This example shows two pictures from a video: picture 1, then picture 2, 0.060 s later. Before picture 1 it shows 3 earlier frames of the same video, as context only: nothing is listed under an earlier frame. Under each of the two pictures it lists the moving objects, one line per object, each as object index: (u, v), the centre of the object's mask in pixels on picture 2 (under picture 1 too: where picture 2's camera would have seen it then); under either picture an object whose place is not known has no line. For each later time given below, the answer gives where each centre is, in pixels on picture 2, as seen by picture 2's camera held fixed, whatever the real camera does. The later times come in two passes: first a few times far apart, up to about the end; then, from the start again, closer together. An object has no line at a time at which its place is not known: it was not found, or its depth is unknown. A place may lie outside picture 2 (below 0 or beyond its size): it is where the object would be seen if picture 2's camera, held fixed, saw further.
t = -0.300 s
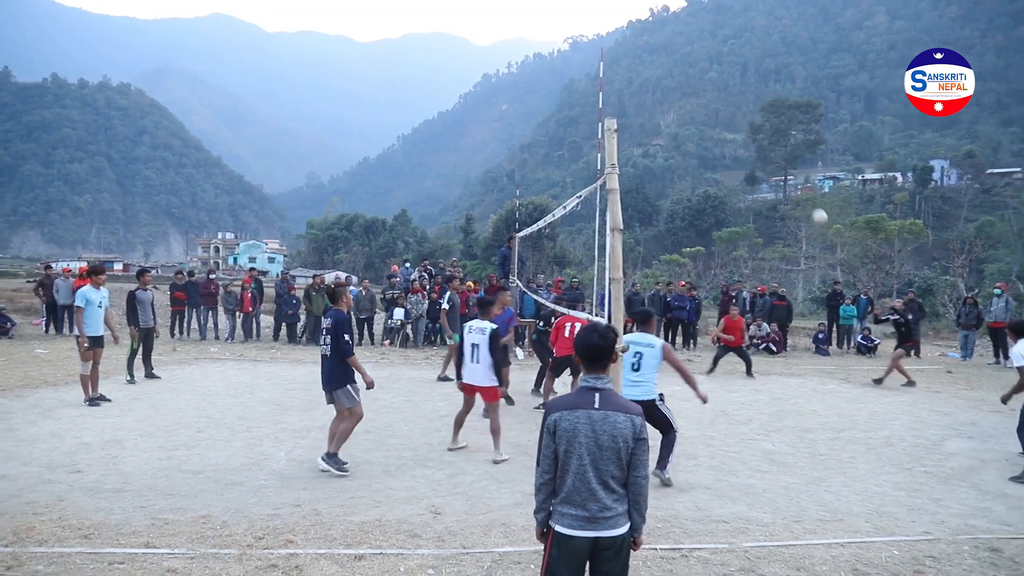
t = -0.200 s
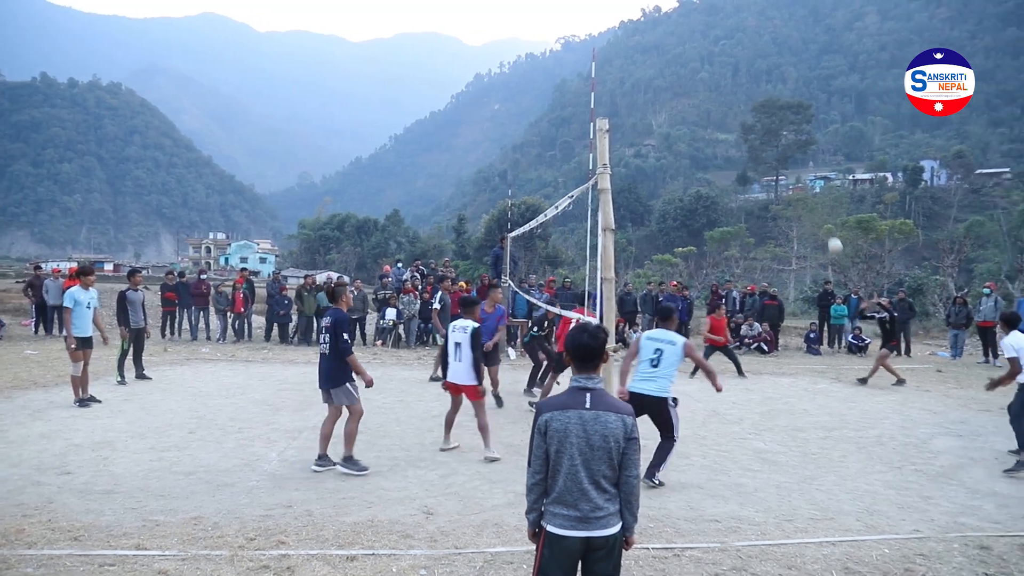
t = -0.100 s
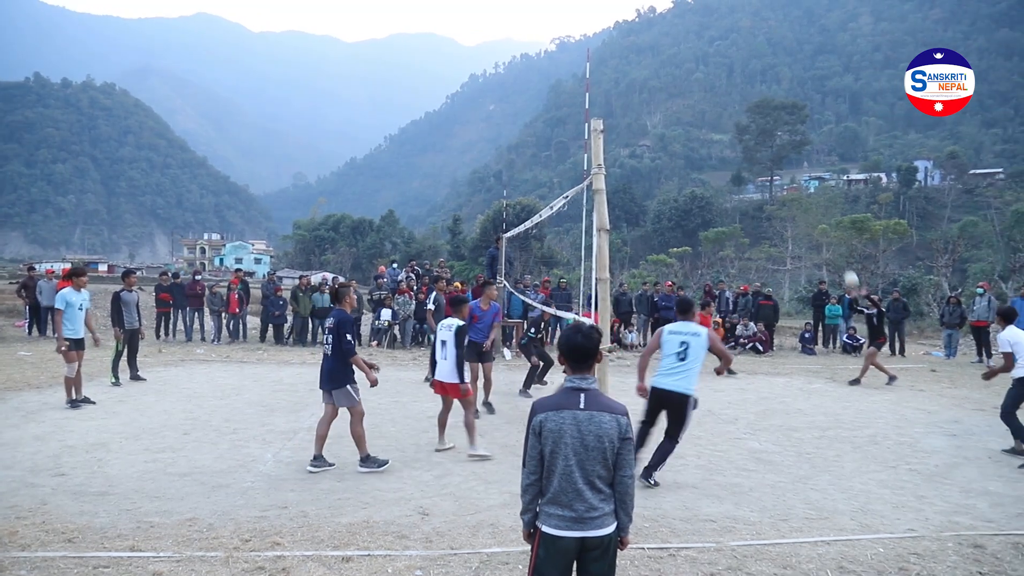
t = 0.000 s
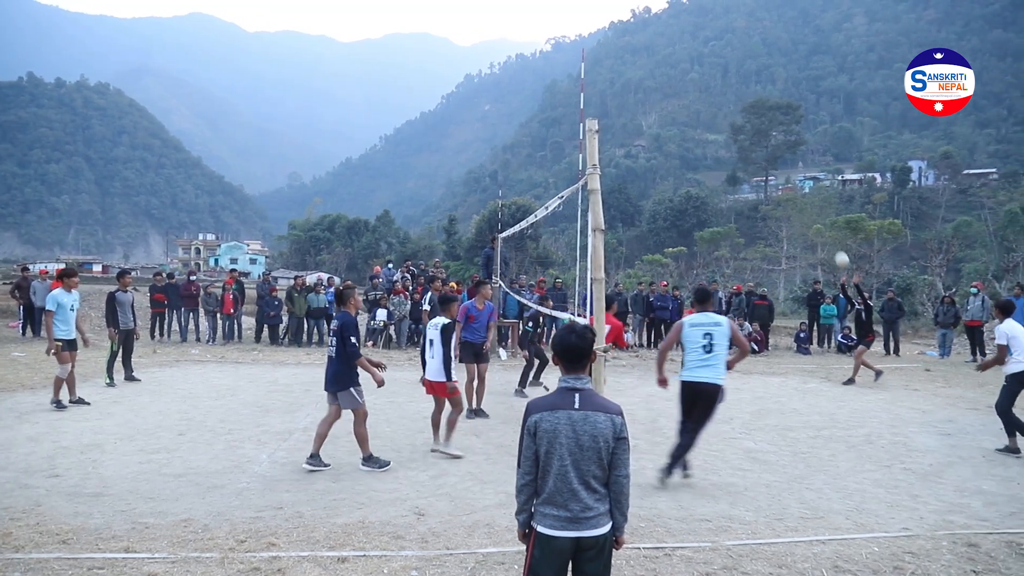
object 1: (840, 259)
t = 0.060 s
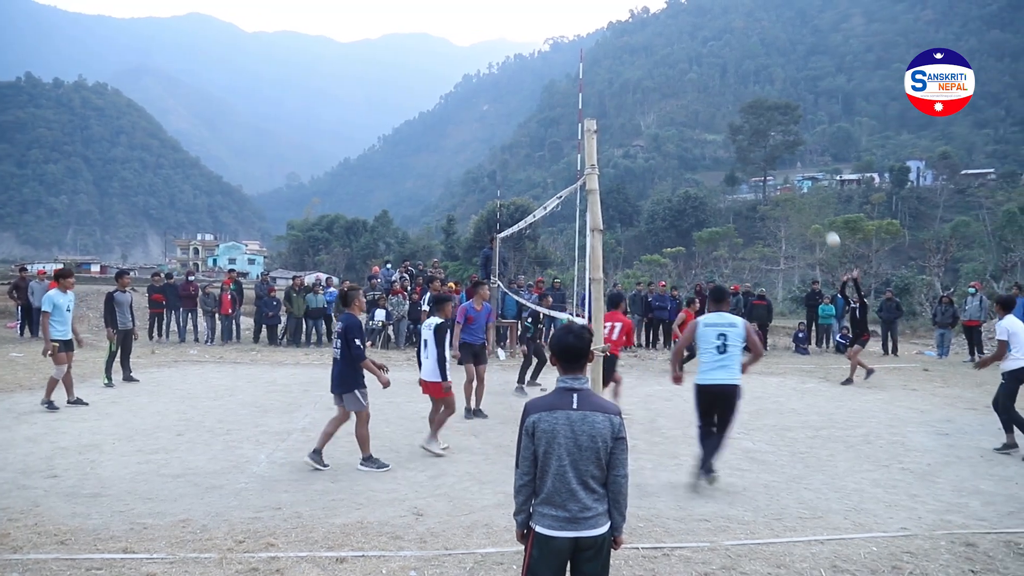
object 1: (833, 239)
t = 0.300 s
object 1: (802, 180)
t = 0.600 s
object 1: (762, 152)
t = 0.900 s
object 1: (718, 179)
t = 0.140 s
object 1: (823, 217)
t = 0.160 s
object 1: (820, 211)
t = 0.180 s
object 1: (818, 206)
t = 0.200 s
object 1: (816, 201)
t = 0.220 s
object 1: (813, 197)
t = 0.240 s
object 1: (811, 193)
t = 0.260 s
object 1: (808, 188)
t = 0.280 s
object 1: (806, 185)
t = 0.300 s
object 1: (802, 180)
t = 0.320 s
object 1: (800, 176)
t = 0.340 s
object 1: (796, 174)
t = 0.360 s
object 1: (795, 170)
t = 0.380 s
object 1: (792, 167)
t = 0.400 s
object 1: (789, 164)
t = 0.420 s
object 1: (787, 162)
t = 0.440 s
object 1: (784, 160)
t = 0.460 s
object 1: (782, 158)
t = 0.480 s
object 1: (779, 157)
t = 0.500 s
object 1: (777, 155)
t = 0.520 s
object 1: (774, 154)
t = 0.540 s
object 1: (771, 153)
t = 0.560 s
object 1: (768, 153)
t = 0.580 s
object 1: (765, 152)
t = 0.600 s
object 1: (762, 152)
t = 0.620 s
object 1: (760, 152)
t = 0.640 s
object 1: (757, 152)
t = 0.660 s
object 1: (754, 153)
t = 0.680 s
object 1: (751, 153)
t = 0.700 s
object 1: (748, 154)
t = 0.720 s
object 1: (745, 155)
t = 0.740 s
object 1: (742, 157)
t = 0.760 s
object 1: (739, 159)
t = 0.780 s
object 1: (736, 161)
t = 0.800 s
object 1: (734, 163)
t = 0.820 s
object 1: (731, 166)
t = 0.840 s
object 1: (727, 169)
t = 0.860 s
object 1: (724, 172)
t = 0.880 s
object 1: (721, 175)
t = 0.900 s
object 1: (718, 179)
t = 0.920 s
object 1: (715, 182)
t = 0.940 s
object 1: (712, 187)
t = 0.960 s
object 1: (709, 191)
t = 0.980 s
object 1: (705, 196)
